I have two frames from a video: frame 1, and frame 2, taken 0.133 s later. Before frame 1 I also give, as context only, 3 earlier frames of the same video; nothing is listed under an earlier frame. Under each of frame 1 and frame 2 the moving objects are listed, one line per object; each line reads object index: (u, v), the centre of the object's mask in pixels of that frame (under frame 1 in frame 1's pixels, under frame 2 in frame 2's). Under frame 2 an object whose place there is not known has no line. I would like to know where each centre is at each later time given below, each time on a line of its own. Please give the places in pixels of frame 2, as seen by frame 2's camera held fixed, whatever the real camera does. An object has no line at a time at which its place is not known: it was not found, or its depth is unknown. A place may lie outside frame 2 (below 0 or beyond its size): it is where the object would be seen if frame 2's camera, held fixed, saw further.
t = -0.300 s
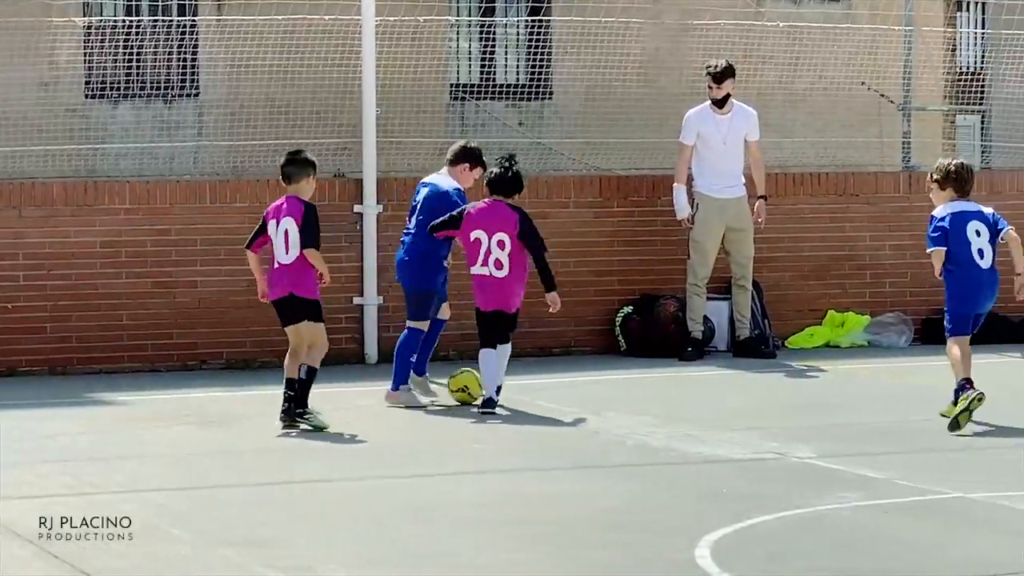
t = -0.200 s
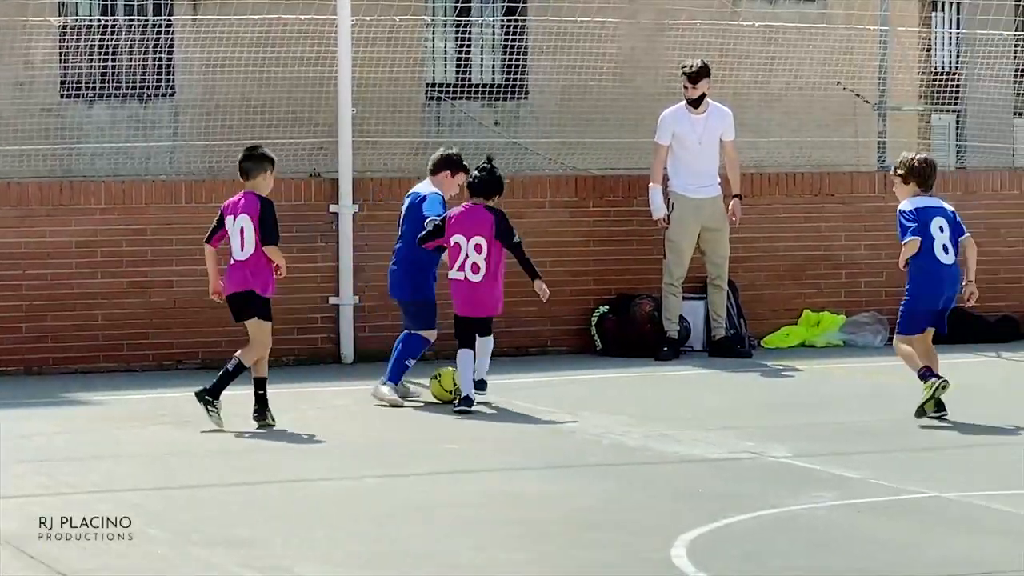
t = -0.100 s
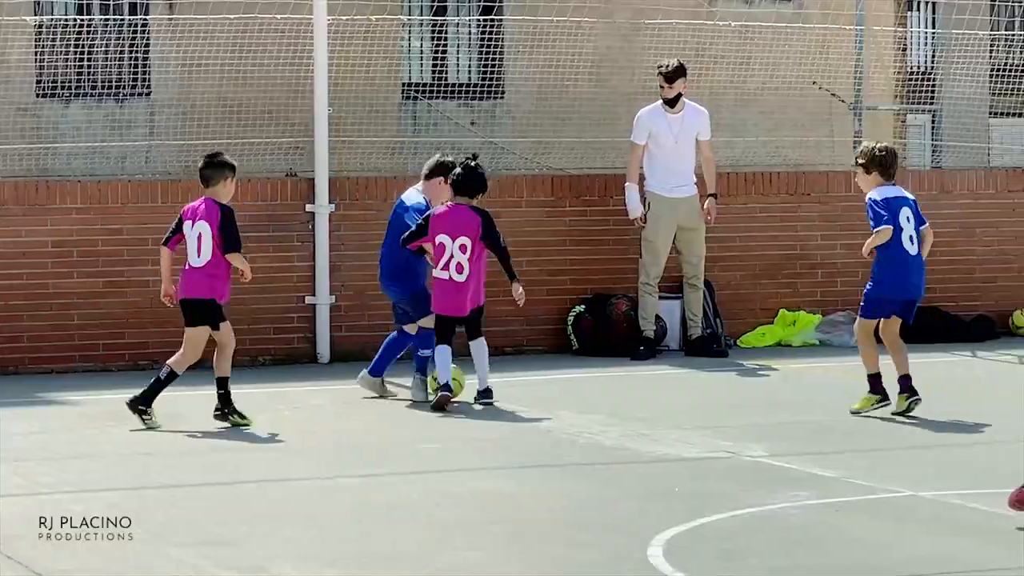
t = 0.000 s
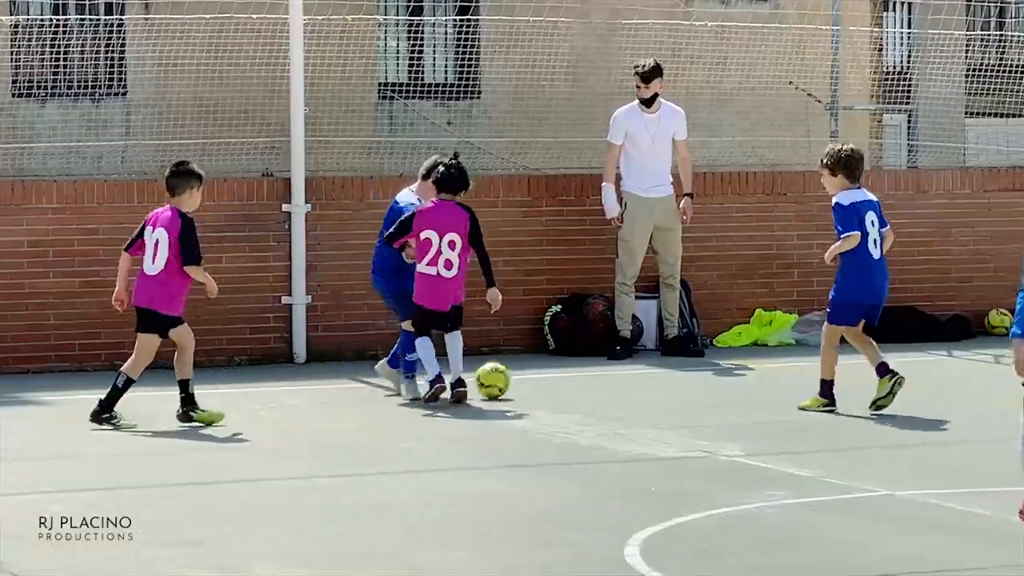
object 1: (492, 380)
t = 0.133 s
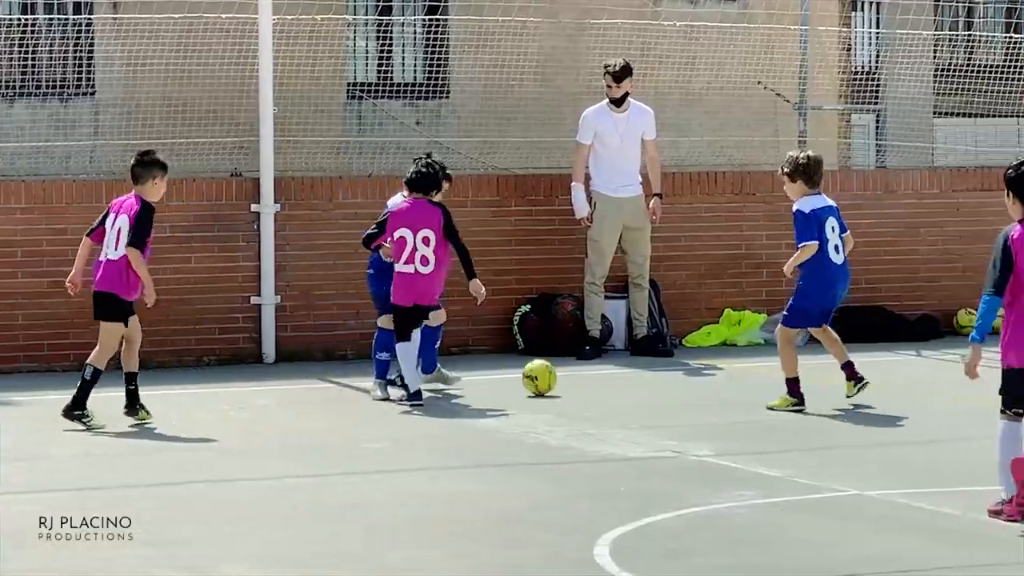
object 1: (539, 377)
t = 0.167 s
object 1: (556, 377)
